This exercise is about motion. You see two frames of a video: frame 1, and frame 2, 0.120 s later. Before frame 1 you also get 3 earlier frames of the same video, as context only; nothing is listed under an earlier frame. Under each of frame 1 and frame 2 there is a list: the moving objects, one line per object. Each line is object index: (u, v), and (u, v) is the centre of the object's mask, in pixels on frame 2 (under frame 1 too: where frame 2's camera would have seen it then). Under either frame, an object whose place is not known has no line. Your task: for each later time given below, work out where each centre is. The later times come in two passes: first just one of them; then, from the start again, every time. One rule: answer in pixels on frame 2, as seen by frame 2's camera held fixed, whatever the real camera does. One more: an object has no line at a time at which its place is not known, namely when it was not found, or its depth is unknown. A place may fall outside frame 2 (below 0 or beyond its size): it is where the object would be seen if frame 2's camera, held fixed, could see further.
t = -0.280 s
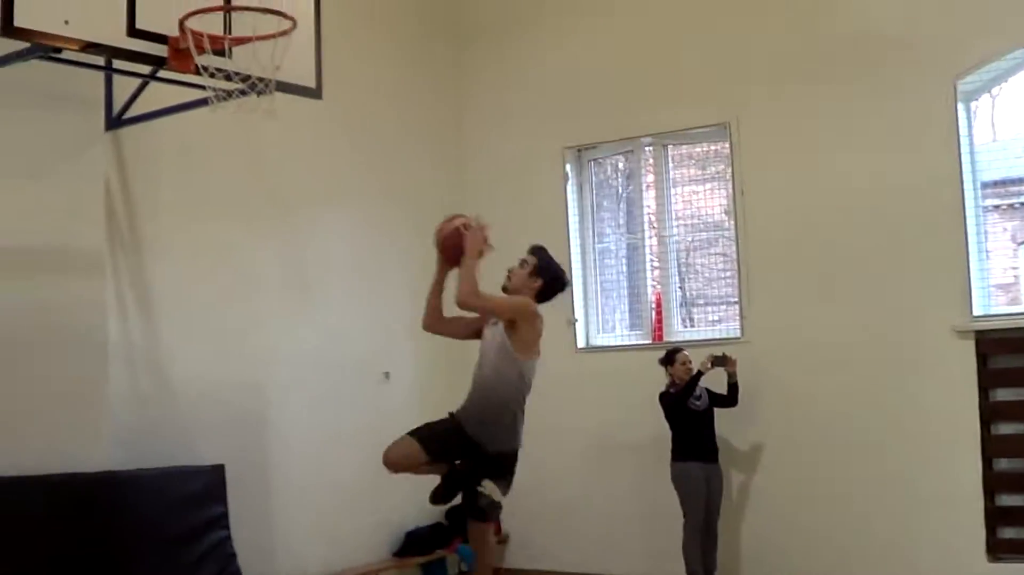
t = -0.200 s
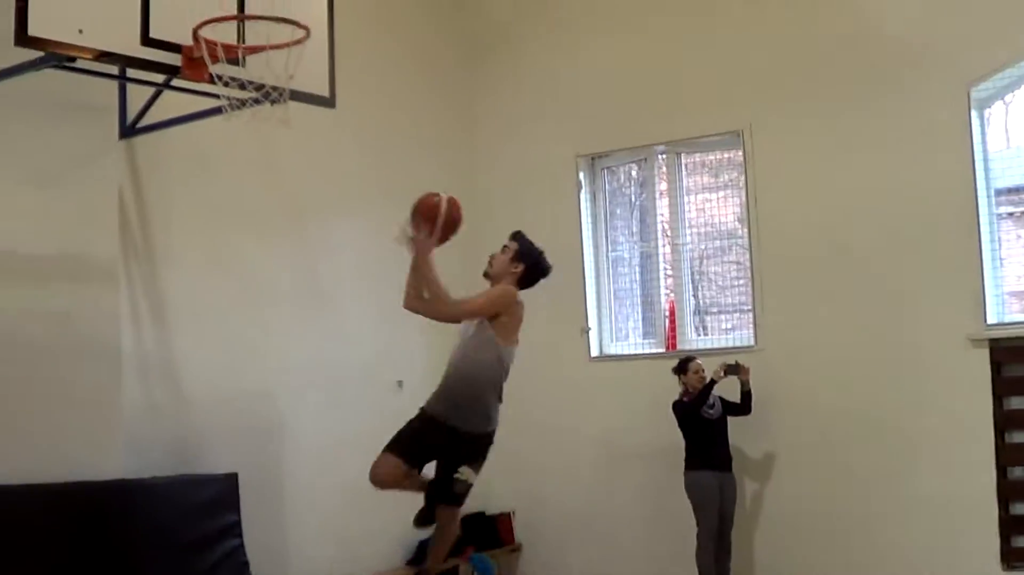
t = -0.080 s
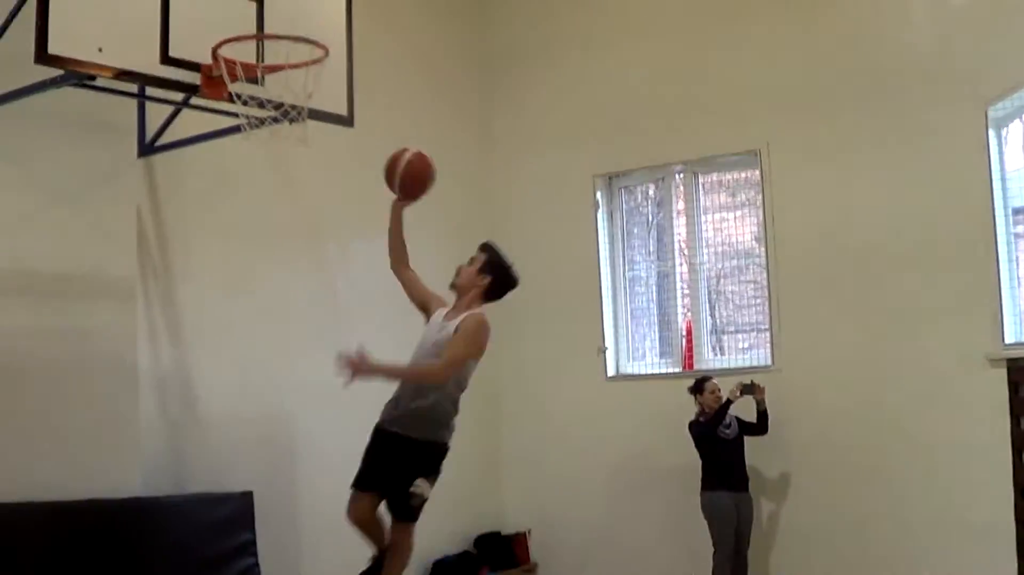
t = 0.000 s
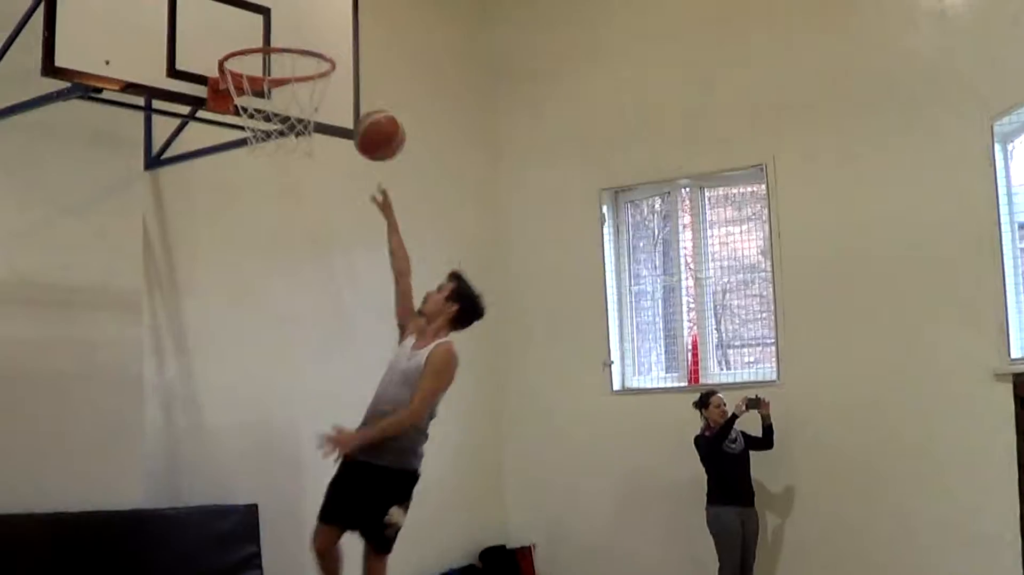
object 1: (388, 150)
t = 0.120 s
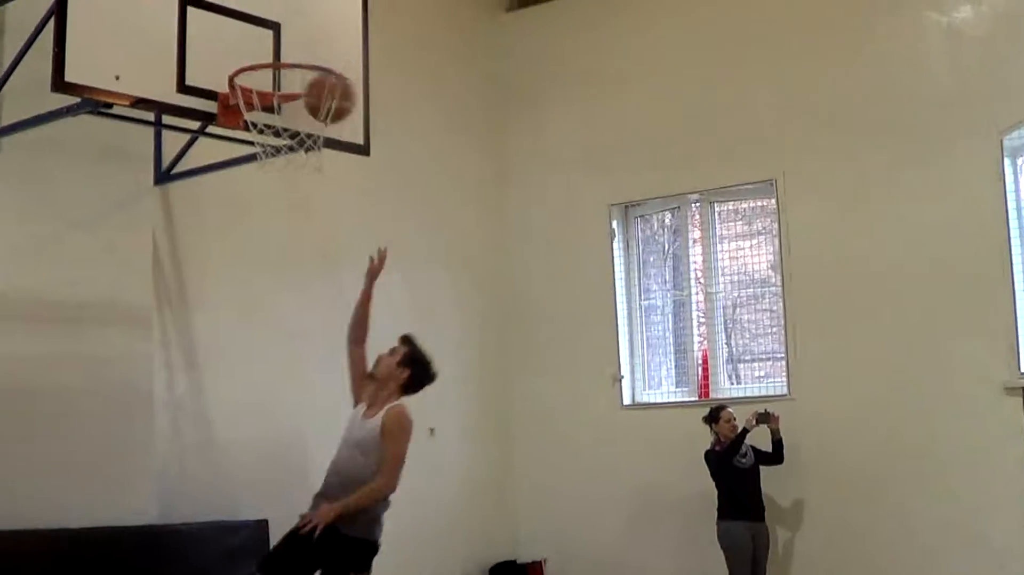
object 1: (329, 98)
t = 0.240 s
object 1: (295, 72)
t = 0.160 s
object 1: (308, 86)
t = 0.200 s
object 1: (298, 76)
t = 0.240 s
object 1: (295, 72)
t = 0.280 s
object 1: (297, 69)
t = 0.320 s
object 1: (300, 64)
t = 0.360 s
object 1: (302, 63)
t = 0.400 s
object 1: (304, 64)
